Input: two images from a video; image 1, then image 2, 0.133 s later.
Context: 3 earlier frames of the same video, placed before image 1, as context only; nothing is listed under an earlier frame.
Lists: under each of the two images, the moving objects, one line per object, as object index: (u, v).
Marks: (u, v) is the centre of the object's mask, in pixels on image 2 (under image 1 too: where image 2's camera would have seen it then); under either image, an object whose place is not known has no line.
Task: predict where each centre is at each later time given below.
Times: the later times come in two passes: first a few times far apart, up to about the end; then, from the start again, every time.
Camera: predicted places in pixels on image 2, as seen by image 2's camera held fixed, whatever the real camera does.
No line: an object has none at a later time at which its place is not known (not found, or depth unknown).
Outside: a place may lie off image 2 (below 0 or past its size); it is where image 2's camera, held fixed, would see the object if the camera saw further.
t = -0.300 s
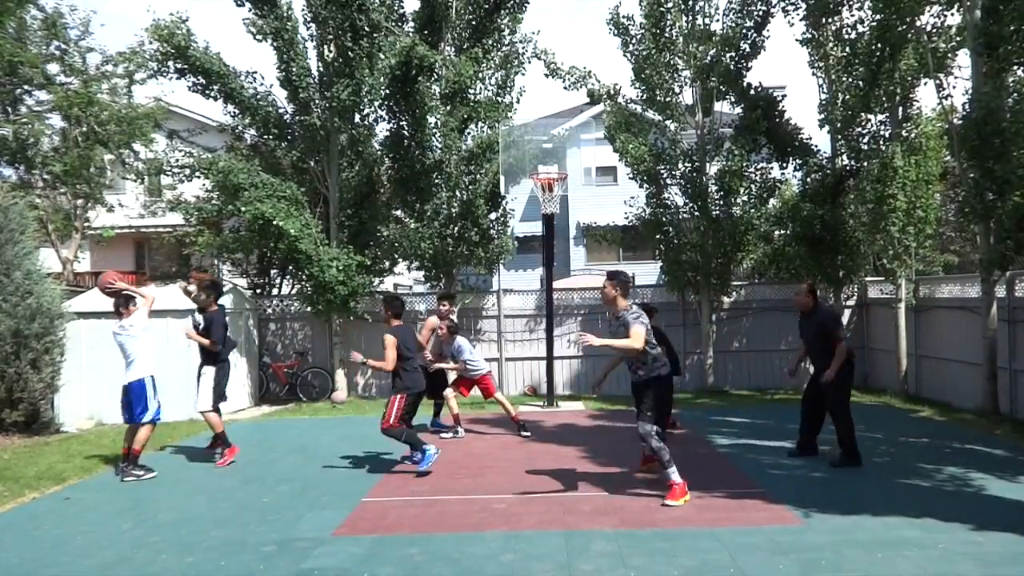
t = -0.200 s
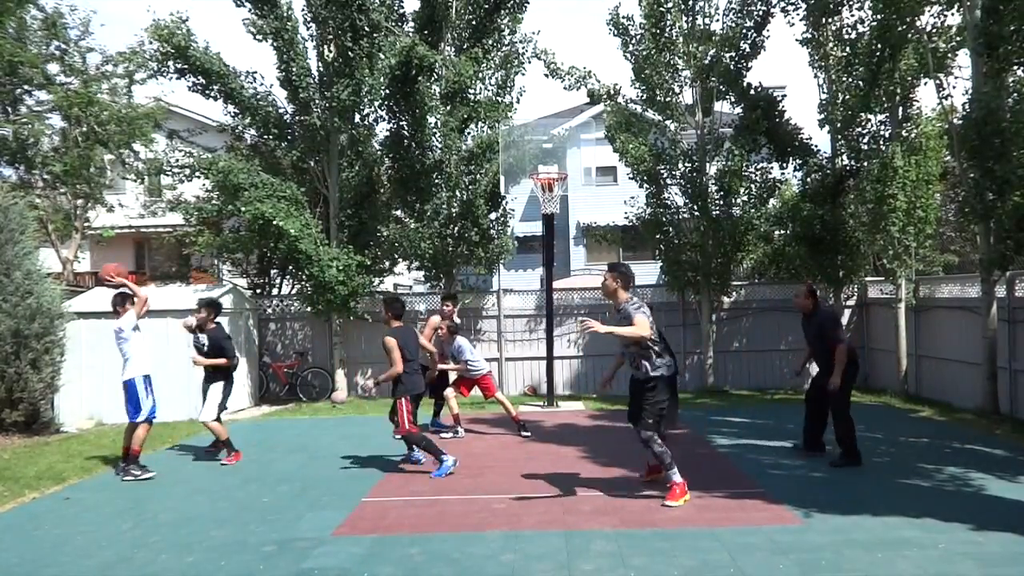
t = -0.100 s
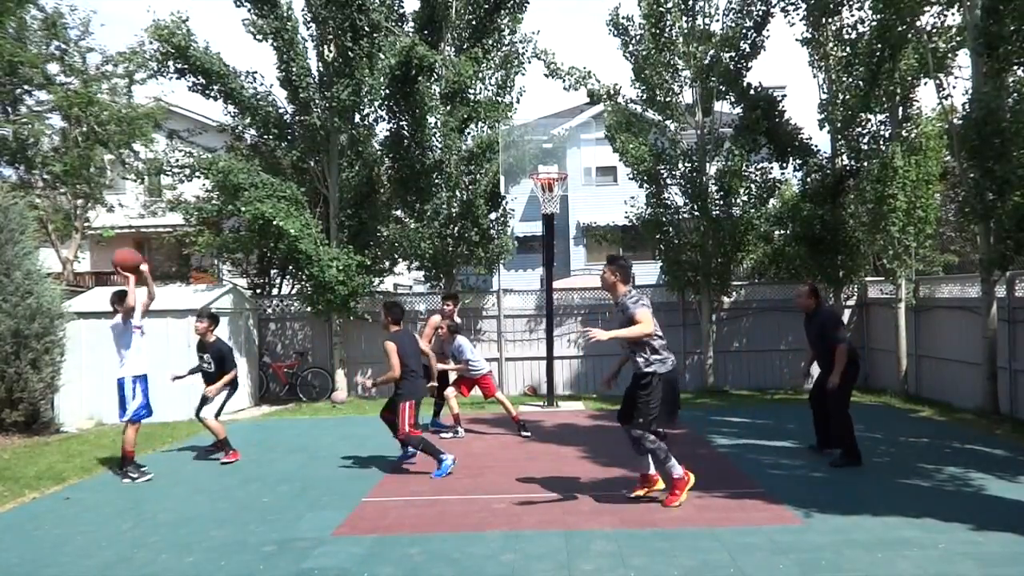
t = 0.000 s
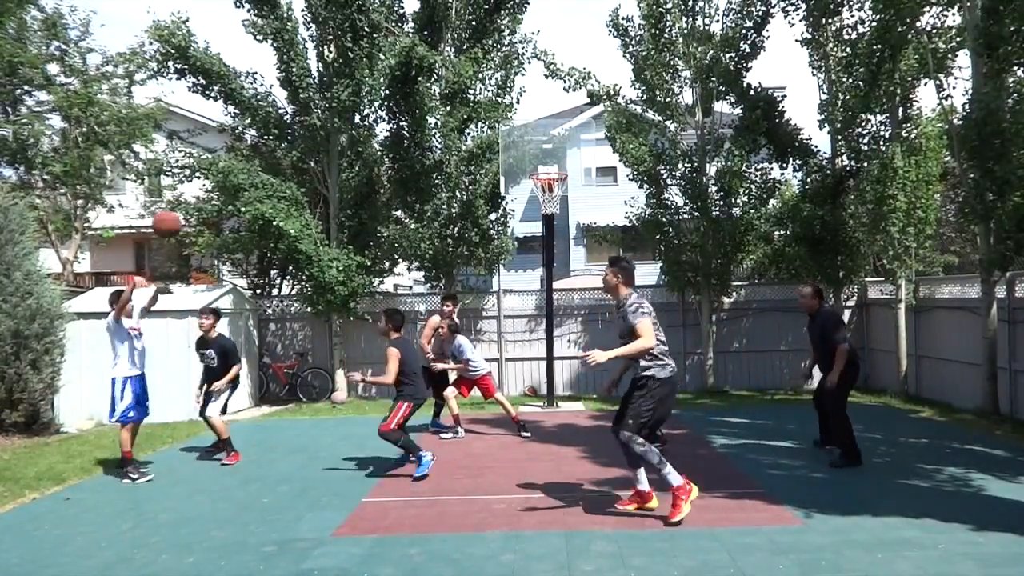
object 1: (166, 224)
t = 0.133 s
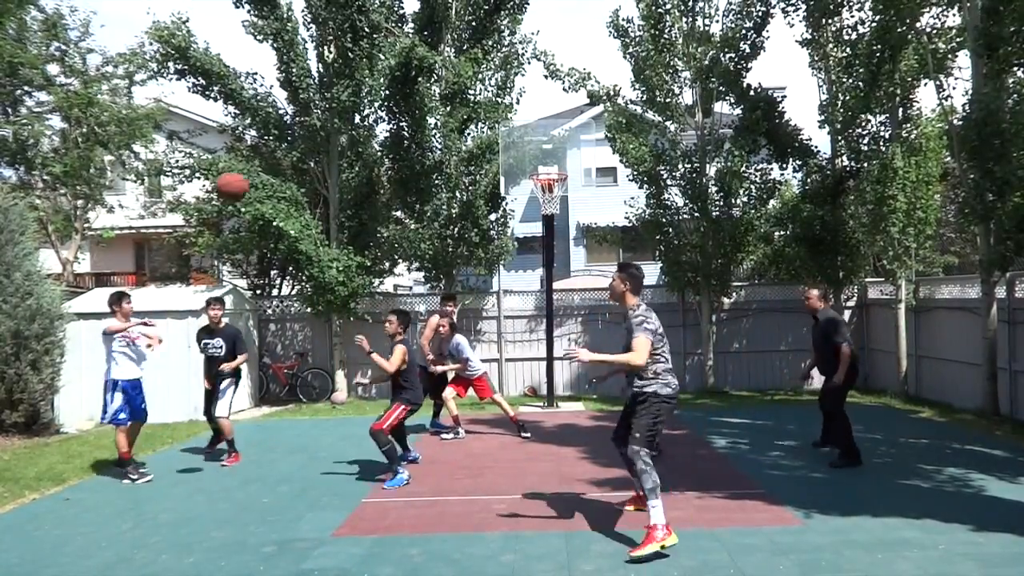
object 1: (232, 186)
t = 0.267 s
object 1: (308, 164)
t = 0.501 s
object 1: (482, 190)
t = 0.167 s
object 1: (249, 180)
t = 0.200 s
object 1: (268, 174)
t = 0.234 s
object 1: (288, 169)
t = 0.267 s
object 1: (308, 164)
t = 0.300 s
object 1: (329, 164)
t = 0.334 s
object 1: (353, 164)
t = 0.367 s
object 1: (376, 165)
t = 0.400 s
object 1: (401, 168)
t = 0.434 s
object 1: (426, 174)
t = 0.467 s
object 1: (453, 181)
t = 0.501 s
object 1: (482, 190)
